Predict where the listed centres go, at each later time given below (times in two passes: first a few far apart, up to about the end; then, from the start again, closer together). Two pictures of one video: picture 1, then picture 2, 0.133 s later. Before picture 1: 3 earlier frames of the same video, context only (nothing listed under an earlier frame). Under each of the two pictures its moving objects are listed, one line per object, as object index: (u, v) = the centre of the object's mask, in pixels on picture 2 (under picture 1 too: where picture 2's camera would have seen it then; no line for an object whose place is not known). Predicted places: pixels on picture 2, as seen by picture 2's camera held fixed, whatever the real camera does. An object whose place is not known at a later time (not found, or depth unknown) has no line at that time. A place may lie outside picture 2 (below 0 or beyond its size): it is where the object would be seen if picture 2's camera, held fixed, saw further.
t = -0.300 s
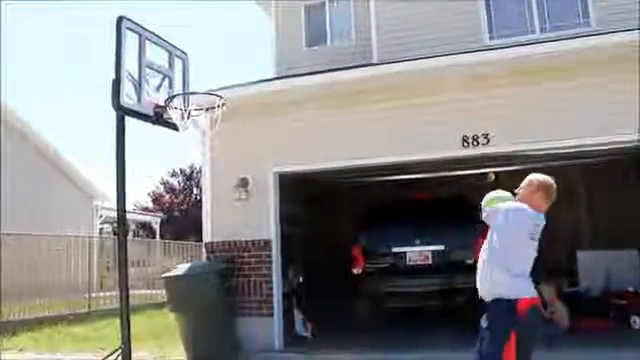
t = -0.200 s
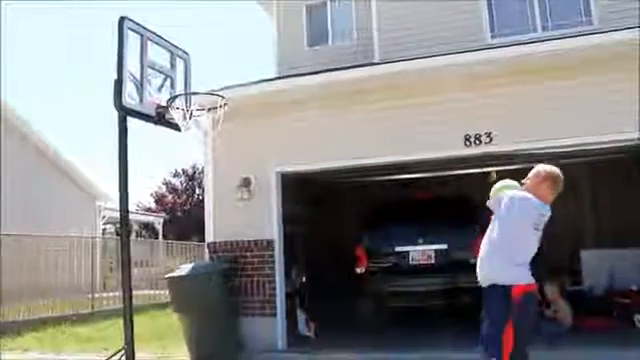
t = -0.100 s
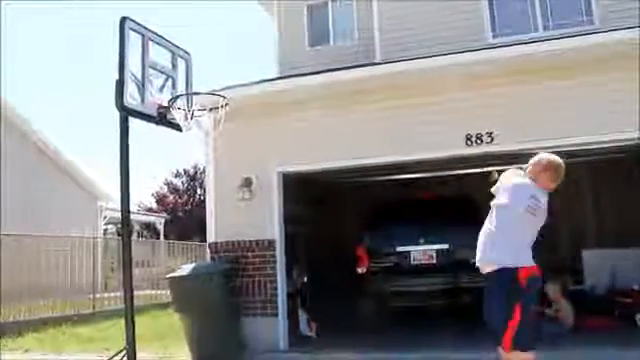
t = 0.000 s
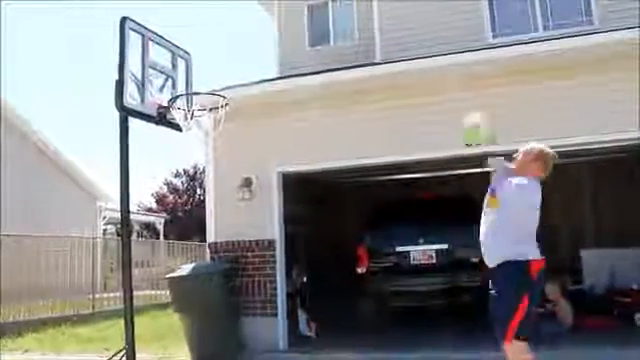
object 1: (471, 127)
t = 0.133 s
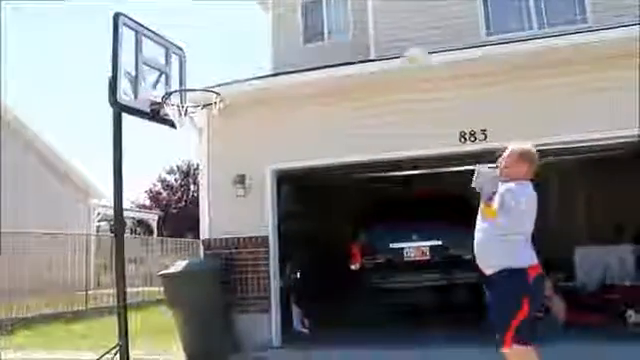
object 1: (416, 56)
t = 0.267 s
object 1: (360, 30)
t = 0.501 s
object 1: (286, 11)
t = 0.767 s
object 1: (205, 79)
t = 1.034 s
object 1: (183, 75)
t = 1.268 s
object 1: (189, 72)
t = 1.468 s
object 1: (188, 89)
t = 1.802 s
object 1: (186, 196)
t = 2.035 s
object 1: (194, 343)
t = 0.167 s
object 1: (404, 50)
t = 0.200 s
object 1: (391, 43)
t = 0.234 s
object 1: (374, 33)
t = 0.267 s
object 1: (360, 30)
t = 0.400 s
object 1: (310, 16)
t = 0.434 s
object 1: (309, 16)
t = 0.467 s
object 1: (299, 16)
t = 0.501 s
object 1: (286, 11)
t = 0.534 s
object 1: (273, 27)
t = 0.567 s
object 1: (259, 36)
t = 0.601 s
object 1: (251, 42)
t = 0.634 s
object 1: (241, 51)
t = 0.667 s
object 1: (231, 60)
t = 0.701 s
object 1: (219, 72)
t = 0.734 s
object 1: (211, 79)
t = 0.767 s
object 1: (205, 79)
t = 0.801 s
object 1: (202, 78)
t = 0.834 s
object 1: (196, 78)
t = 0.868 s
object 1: (191, 81)
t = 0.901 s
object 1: (183, 84)
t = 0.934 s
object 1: (180, 86)
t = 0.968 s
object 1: (182, 82)
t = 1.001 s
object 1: (181, 79)
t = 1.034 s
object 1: (183, 75)
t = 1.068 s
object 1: (184, 71)
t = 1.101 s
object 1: (184, 67)
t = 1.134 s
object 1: (185, 66)
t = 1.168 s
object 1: (185, 66)
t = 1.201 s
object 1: (186, 67)
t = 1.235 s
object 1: (188, 68)
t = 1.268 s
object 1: (189, 72)
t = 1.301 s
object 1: (190, 76)
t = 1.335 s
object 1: (190, 77)
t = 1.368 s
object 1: (190, 77)
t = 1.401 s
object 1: (189, 77)
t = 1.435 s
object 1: (189, 79)
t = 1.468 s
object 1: (188, 89)
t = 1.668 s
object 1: (185, 143)
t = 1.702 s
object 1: (185, 158)
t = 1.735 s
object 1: (185, 170)
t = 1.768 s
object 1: (185, 178)
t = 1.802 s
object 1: (186, 196)
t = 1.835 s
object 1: (186, 212)
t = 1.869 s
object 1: (187, 229)
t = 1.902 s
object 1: (189, 249)
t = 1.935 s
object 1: (190, 270)
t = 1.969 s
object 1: (190, 293)
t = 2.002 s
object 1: (192, 318)
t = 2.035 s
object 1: (194, 343)
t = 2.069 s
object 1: (194, 371)
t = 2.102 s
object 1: (196, 391)
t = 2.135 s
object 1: (196, 378)
